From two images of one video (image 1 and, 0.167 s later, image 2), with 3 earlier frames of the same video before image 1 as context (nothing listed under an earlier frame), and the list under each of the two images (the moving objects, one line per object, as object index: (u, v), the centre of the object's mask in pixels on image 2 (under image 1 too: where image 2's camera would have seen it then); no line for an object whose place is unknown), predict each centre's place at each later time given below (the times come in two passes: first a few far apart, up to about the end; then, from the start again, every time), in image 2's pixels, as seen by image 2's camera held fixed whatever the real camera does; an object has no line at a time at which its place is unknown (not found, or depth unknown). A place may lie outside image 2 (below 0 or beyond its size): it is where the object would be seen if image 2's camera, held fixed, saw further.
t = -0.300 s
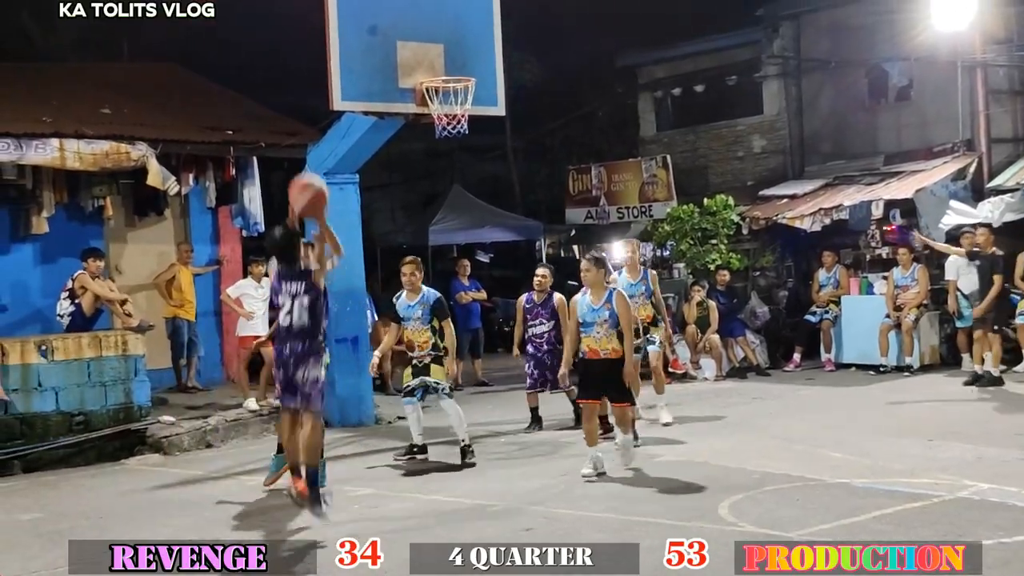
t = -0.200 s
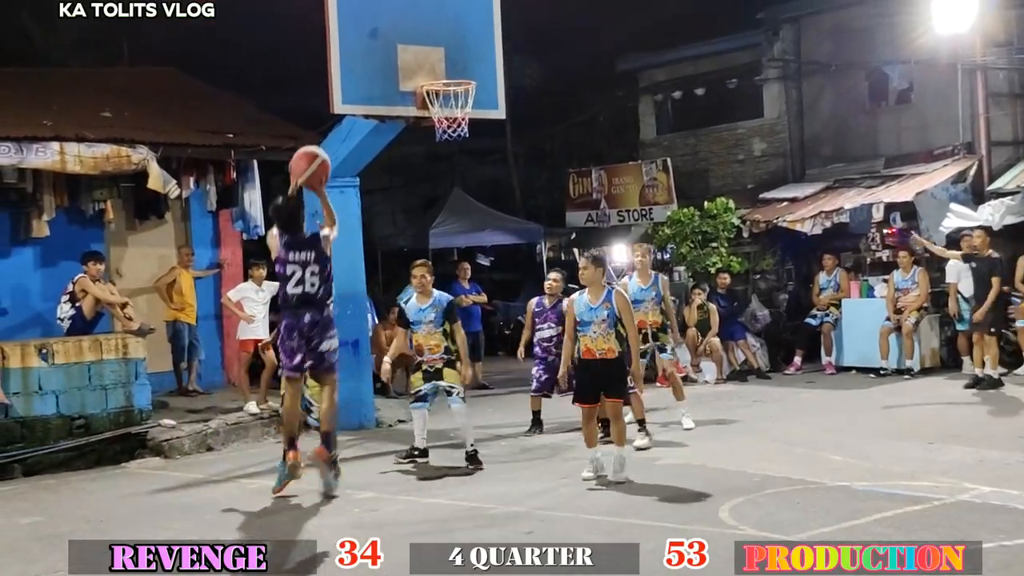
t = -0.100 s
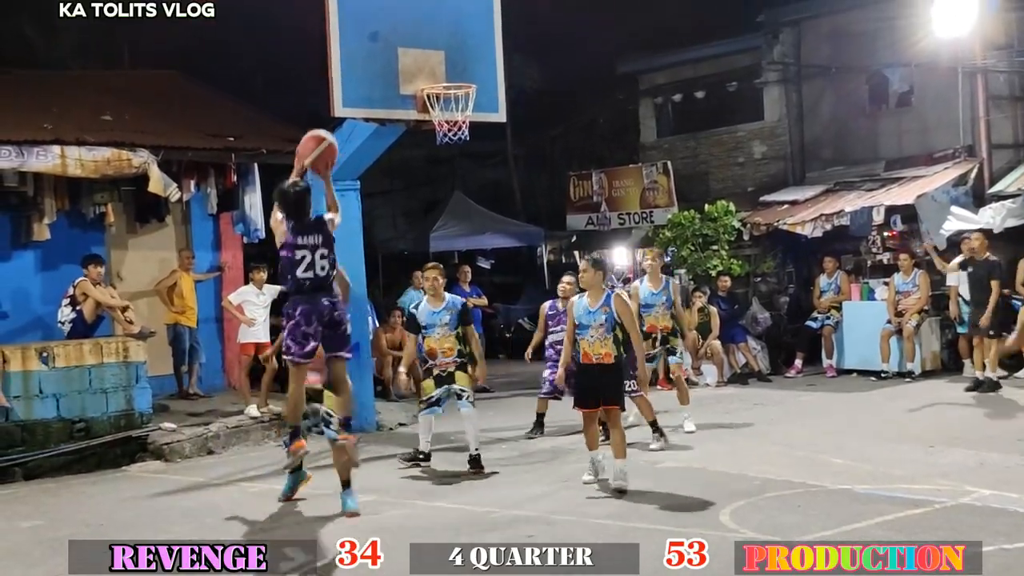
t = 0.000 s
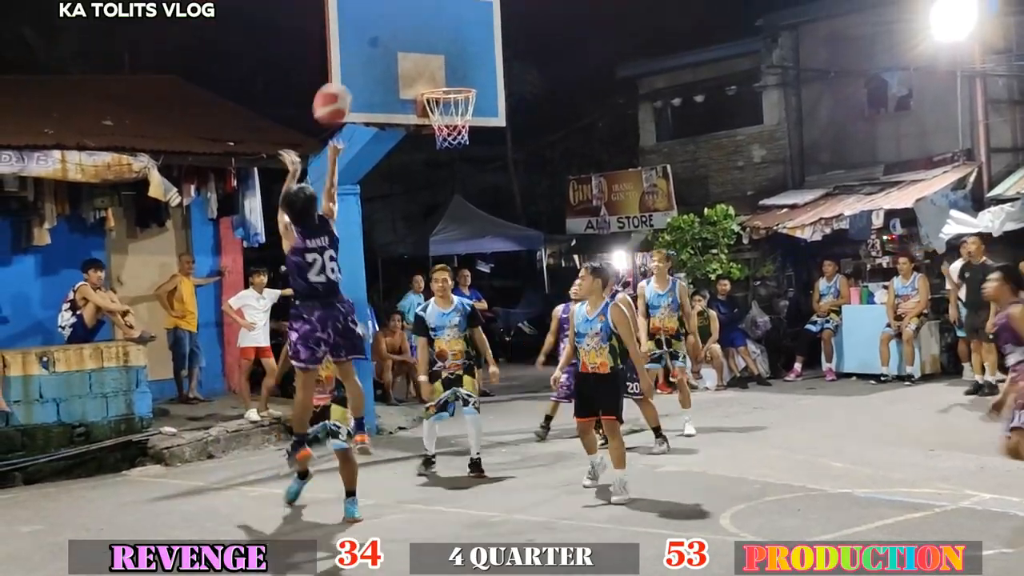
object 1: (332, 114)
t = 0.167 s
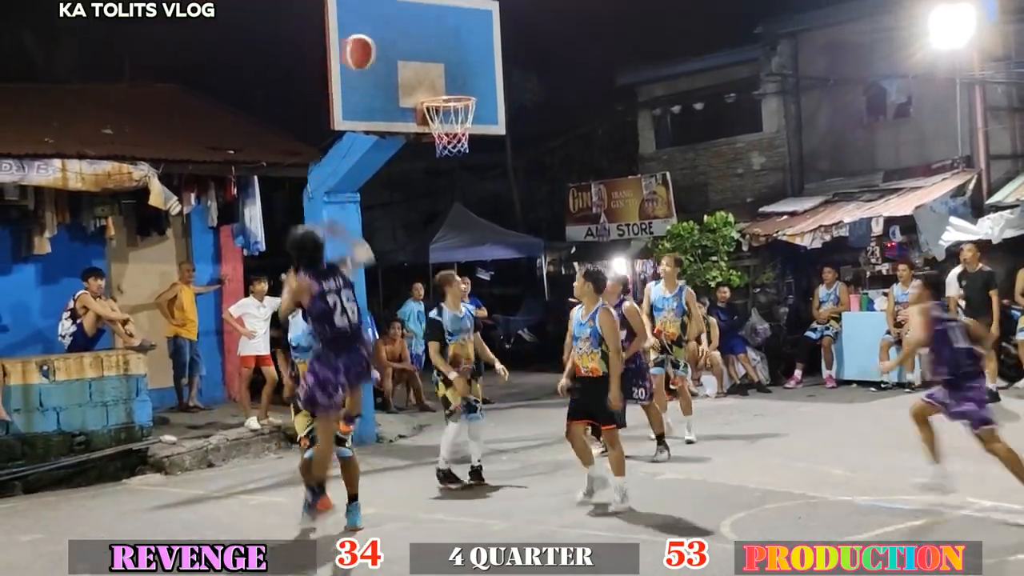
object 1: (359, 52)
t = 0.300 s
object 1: (377, 37)
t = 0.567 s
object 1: (411, 75)
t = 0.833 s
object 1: (357, 131)
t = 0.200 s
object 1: (363, 46)
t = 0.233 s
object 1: (368, 41)
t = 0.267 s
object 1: (372, 38)
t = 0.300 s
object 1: (377, 37)
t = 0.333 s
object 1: (382, 36)
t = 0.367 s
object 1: (386, 39)
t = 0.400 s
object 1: (391, 41)
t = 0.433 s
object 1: (395, 46)
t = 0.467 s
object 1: (399, 50)
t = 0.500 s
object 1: (404, 56)
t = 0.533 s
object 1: (408, 64)
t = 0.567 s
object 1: (411, 75)
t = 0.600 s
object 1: (418, 80)
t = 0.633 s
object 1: (420, 94)
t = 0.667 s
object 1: (412, 98)
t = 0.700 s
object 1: (402, 103)
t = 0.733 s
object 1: (389, 107)
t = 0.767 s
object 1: (379, 112)
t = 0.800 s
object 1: (368, 121)
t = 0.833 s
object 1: (357, 131)
